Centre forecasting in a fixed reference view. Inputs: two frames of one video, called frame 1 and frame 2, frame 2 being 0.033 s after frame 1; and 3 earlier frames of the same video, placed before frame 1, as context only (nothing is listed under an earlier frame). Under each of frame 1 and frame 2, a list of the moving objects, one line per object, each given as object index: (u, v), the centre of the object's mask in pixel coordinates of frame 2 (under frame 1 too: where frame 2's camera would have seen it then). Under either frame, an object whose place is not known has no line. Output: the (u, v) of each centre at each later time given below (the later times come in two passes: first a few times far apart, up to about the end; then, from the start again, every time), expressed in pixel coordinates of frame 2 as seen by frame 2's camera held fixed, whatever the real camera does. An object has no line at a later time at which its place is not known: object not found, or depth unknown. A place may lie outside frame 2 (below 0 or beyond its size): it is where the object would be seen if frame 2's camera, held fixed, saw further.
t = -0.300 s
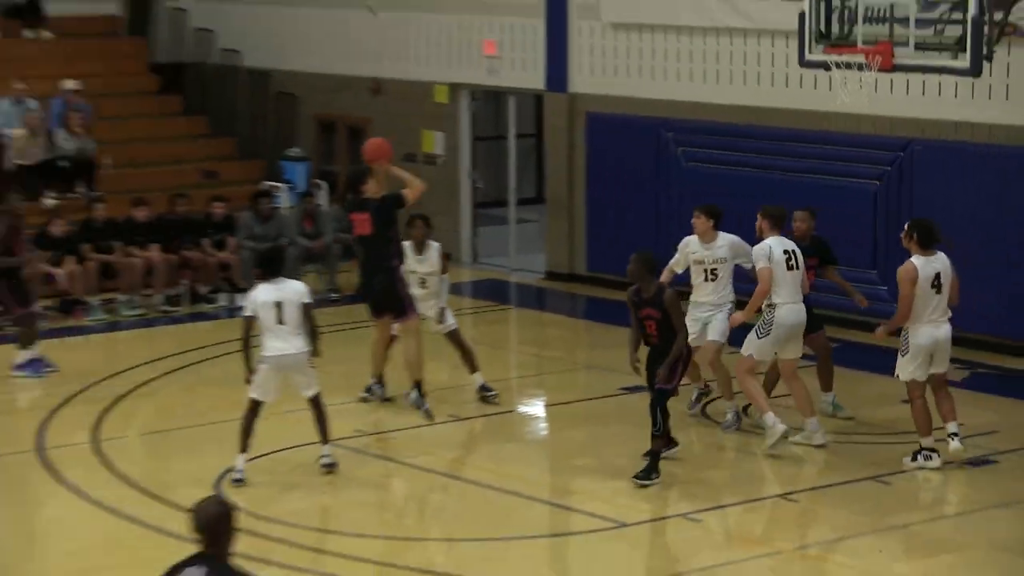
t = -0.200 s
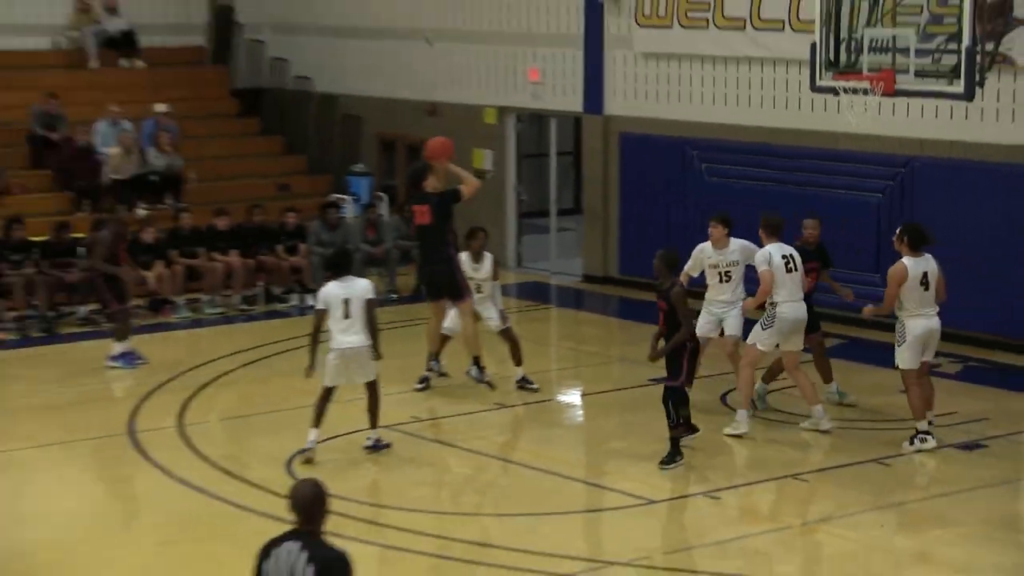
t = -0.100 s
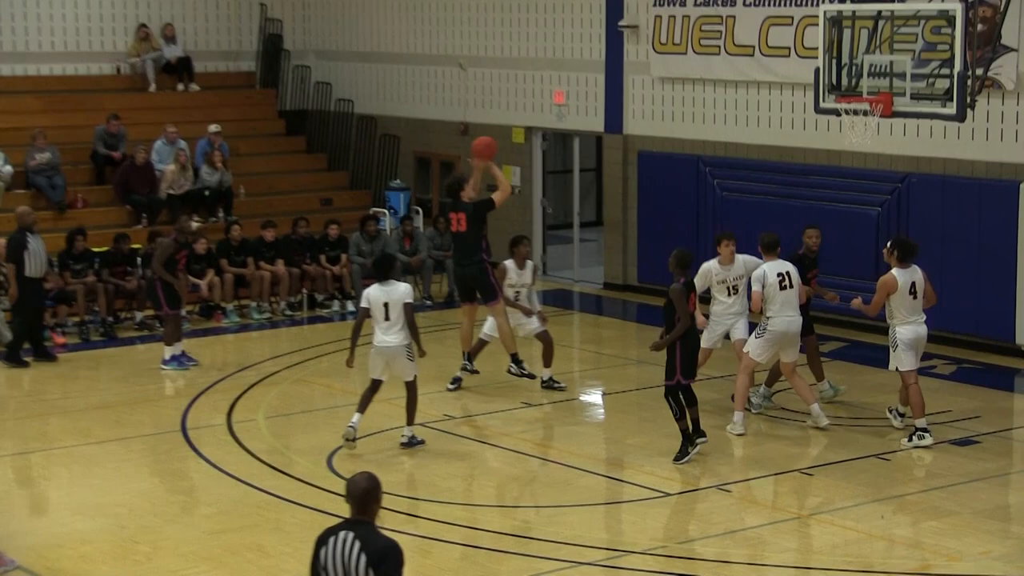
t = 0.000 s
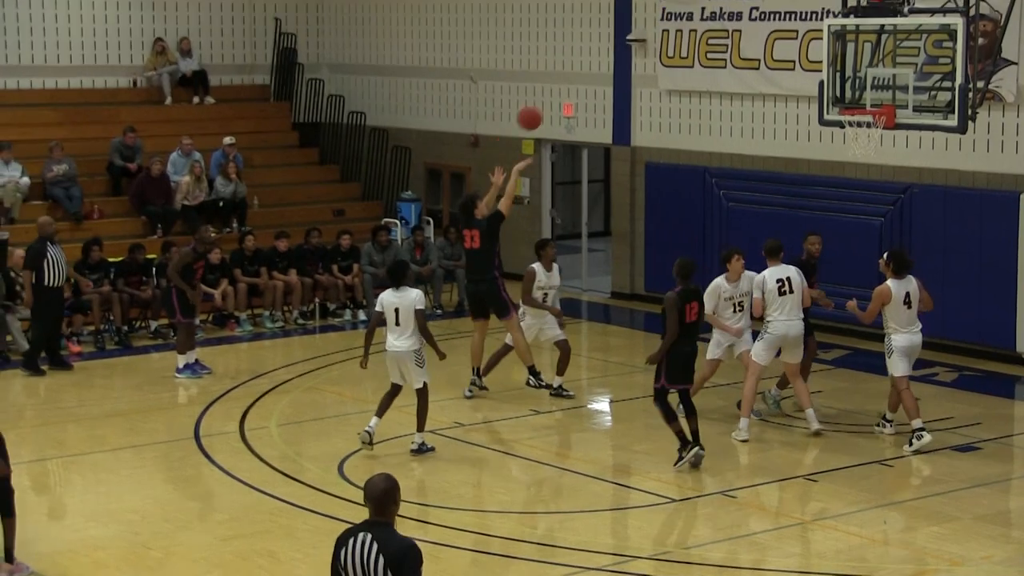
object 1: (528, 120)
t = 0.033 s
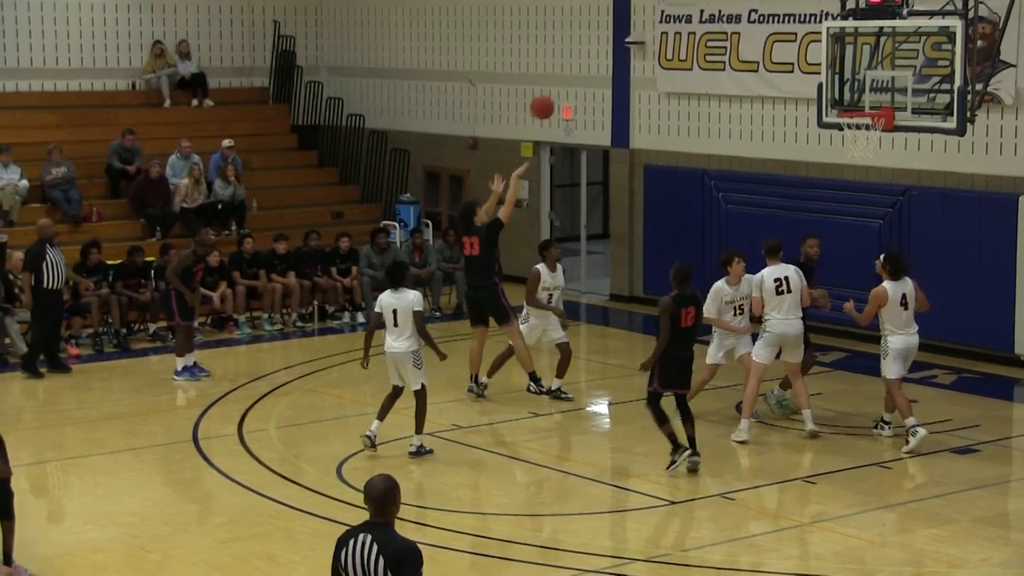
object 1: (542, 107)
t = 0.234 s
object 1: (625, 49)
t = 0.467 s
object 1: (719, 33)
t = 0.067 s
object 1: (556, 94)
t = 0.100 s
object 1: (570, 83)
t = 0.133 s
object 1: (584, 73)
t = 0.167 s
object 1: (597, 64)
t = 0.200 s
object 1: (611, 56)
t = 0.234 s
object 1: (625, 49)
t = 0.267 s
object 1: (638, 43)
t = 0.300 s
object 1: (652, 39)
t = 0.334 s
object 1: (665, 35)
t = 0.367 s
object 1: (679, 33)
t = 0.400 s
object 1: (693, 32)
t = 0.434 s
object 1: (705, 32)
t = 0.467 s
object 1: (719, 33)
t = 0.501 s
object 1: (732, 35)
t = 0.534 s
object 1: (743, 38)
